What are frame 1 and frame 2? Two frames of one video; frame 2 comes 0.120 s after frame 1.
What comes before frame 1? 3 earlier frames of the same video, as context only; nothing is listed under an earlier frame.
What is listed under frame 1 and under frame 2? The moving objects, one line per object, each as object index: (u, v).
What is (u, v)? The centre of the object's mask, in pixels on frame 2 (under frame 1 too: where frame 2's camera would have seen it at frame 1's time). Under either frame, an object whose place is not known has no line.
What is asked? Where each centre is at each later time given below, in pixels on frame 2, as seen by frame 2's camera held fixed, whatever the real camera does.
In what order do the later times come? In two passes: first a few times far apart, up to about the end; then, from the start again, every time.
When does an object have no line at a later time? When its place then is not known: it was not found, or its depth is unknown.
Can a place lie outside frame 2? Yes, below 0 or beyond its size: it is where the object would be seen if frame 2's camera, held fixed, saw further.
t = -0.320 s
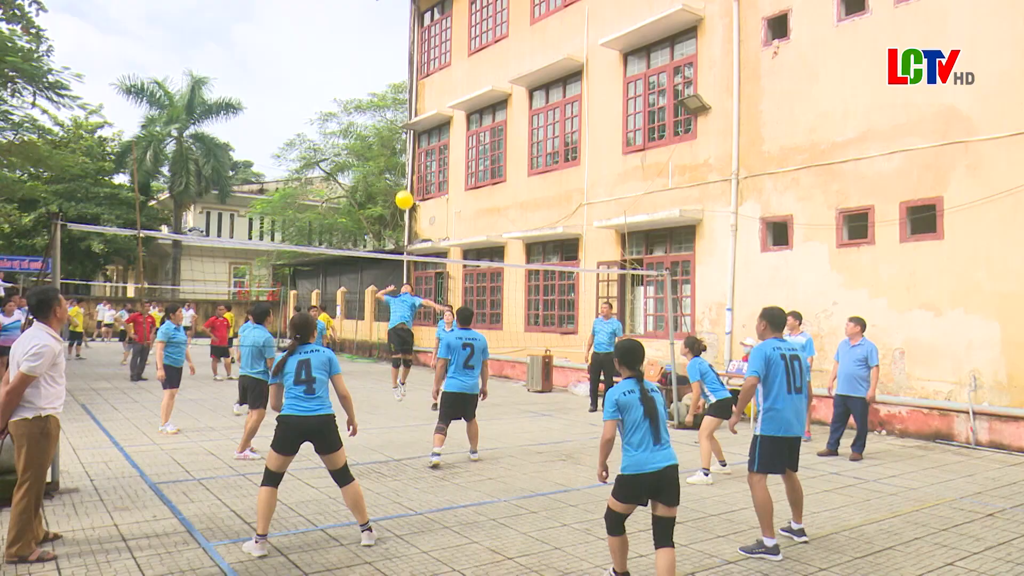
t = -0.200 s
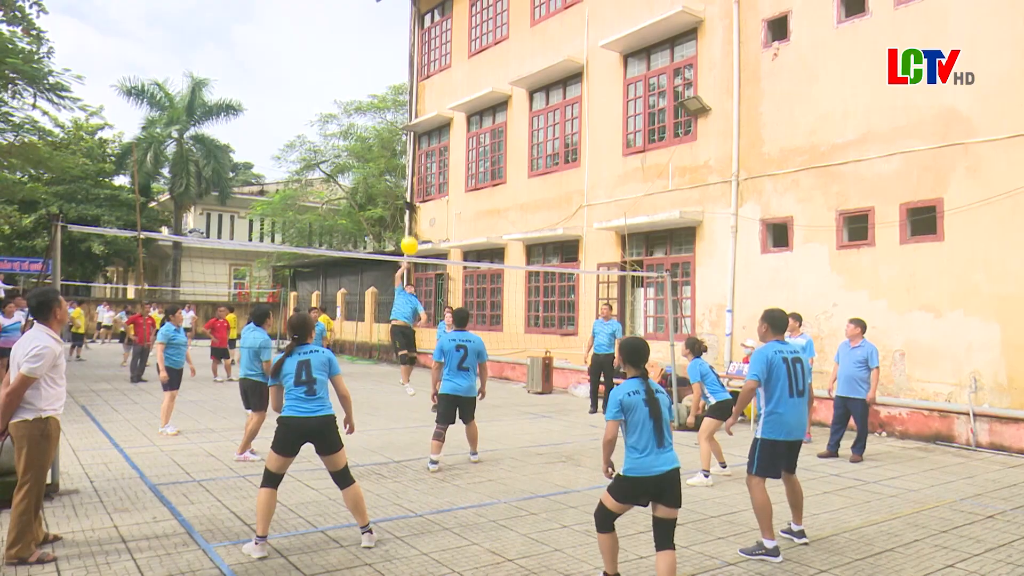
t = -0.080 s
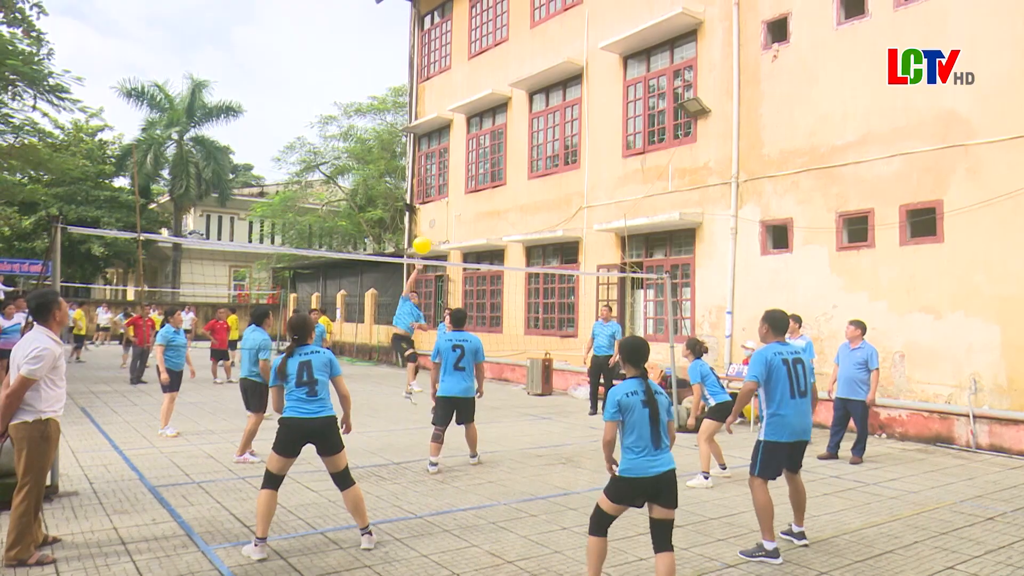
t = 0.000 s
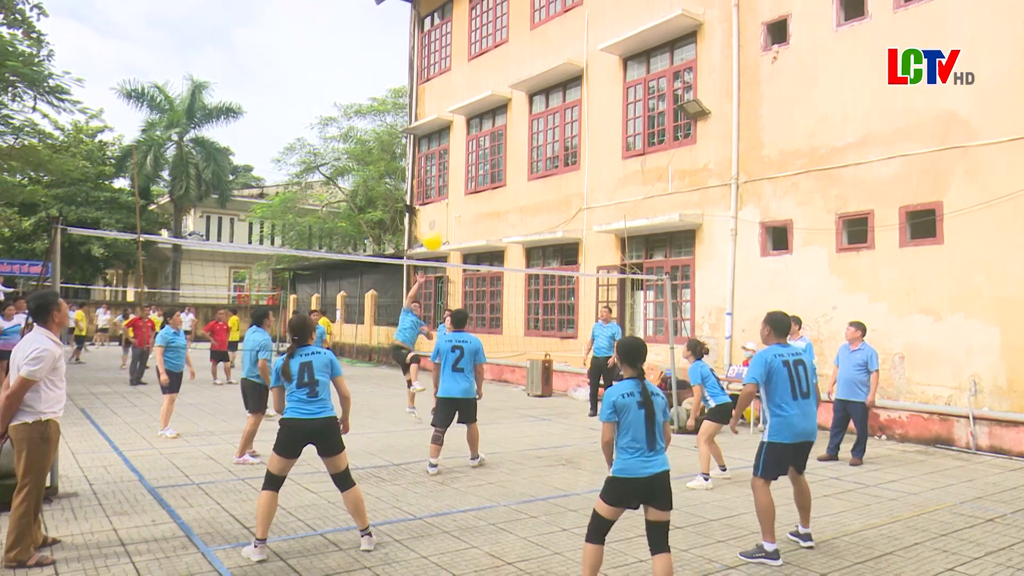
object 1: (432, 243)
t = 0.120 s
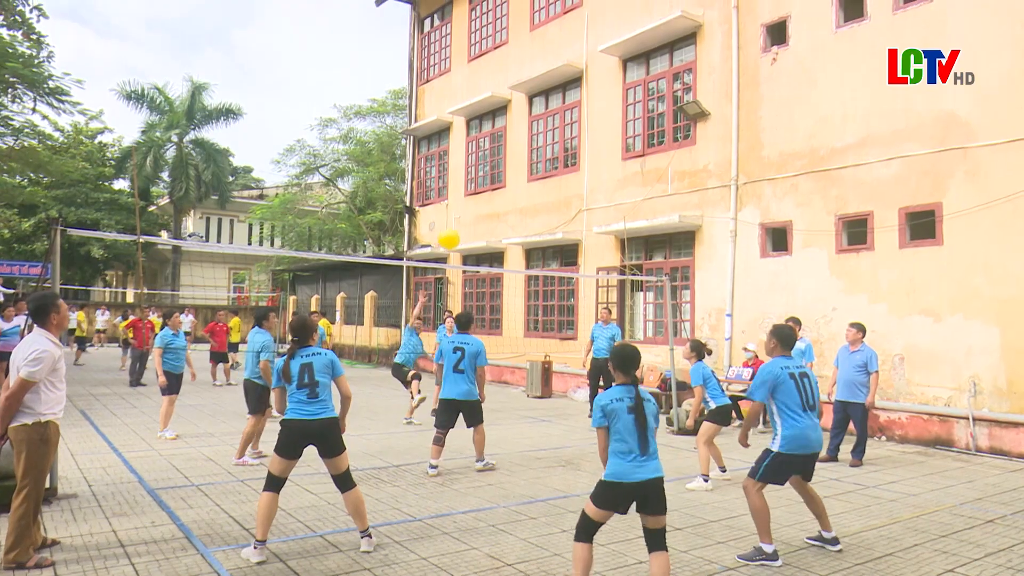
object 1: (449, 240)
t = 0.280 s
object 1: (476, 254)
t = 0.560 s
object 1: (553, 358)
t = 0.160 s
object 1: (455, 240)
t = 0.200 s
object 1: (462, 244)
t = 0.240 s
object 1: (469, 249)
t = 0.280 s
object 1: (476, 254)
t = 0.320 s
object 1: (485, 260)
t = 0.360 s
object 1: (494, 268)
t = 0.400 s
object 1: (504, 279)
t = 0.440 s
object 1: (515, 294)
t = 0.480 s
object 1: (527, 313)
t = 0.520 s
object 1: (539, 332)
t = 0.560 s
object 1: (553, 358)
